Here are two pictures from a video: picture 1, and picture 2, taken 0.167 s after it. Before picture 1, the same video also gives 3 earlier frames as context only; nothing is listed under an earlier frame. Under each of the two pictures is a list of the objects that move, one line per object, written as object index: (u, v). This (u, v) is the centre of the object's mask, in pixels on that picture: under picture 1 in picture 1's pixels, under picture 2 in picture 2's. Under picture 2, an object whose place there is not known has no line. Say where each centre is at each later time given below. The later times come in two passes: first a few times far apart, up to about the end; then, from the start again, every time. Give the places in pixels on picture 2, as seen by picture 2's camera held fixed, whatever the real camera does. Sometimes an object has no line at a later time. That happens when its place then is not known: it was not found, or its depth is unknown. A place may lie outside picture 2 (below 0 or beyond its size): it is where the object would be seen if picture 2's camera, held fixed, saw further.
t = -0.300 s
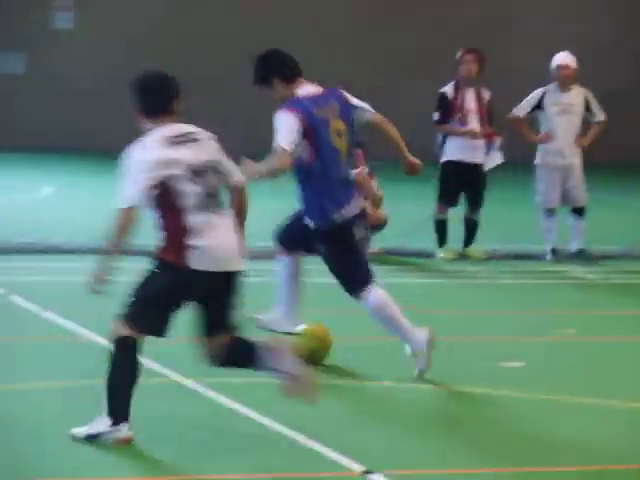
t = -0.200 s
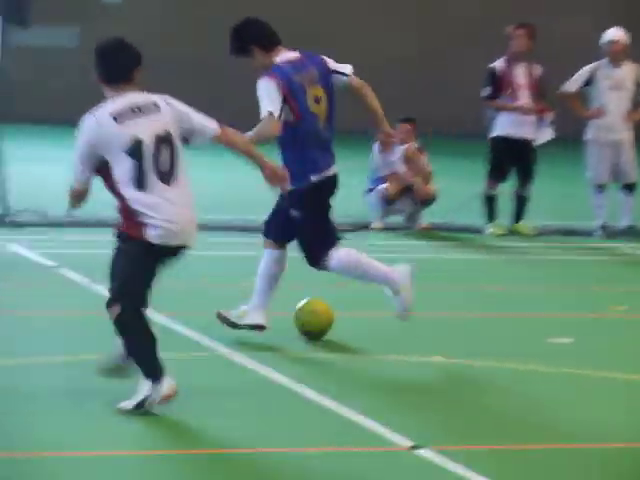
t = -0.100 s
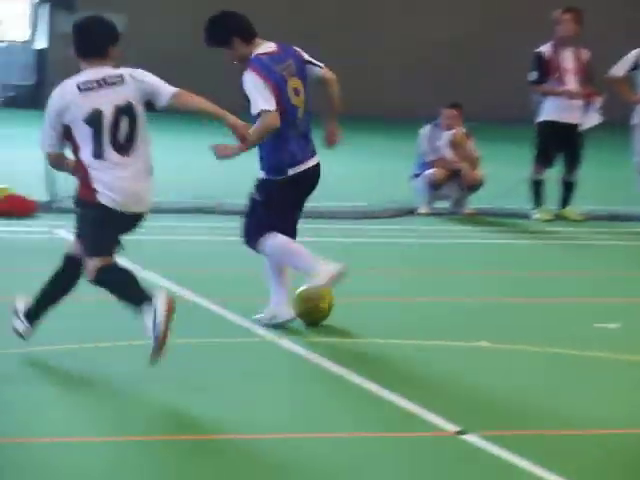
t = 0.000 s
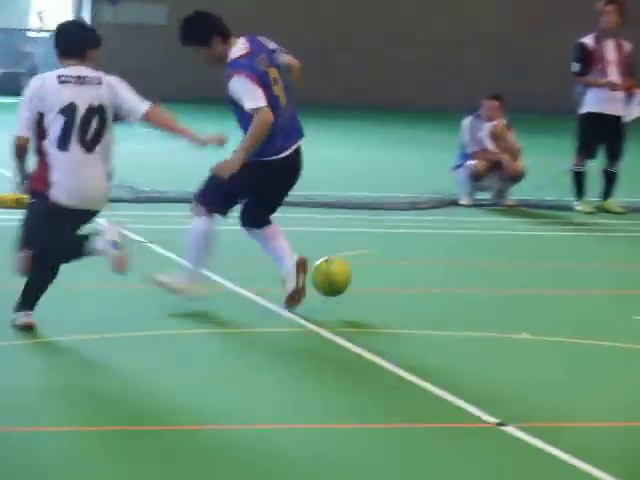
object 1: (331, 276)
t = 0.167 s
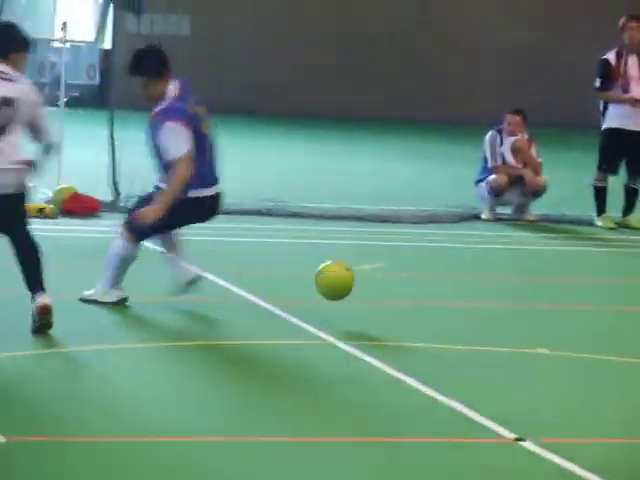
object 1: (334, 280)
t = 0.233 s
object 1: (327, 291)
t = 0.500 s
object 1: (291, 293)
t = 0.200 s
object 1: (330, 285)
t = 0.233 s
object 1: (327, 291)
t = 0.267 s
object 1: (323, 298)
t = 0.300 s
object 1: (319, 298)
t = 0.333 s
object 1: (315, 294)
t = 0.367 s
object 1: (311, 292)
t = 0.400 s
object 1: (306, 293)
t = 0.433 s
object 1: (301, 295)
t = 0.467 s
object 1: (296, 296)
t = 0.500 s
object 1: (291, 293)
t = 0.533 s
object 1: (287, 295)
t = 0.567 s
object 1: (282, 293)
